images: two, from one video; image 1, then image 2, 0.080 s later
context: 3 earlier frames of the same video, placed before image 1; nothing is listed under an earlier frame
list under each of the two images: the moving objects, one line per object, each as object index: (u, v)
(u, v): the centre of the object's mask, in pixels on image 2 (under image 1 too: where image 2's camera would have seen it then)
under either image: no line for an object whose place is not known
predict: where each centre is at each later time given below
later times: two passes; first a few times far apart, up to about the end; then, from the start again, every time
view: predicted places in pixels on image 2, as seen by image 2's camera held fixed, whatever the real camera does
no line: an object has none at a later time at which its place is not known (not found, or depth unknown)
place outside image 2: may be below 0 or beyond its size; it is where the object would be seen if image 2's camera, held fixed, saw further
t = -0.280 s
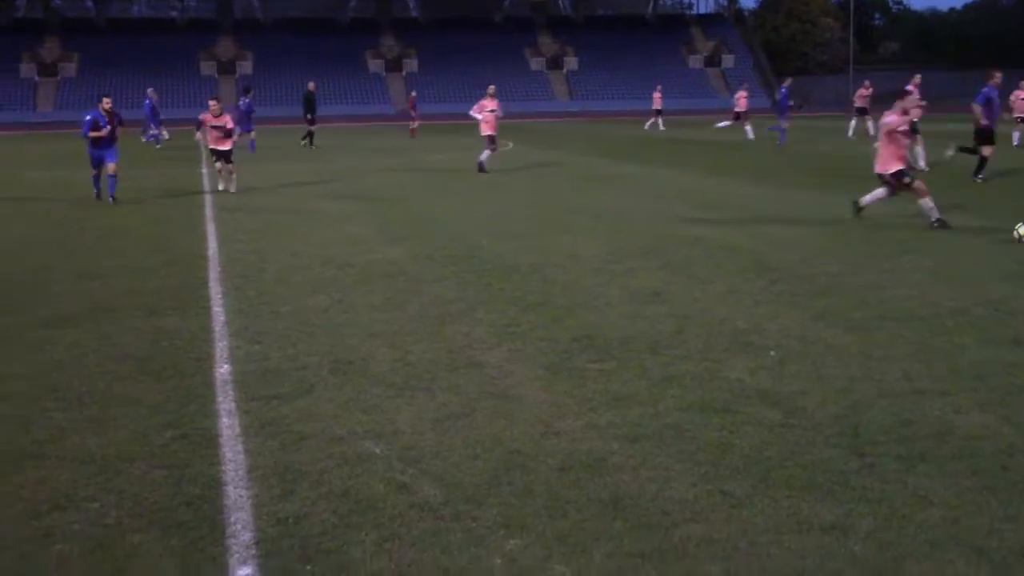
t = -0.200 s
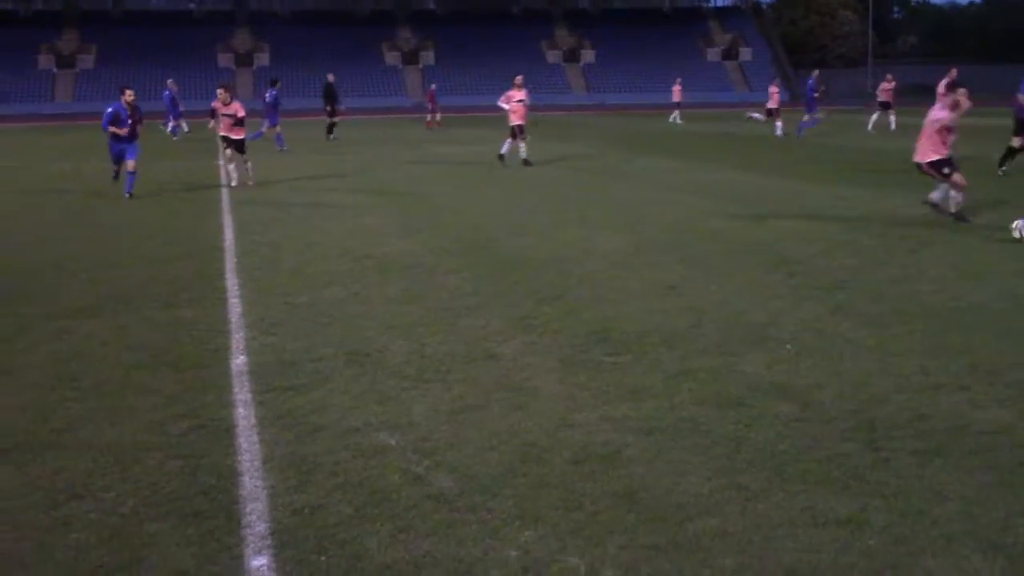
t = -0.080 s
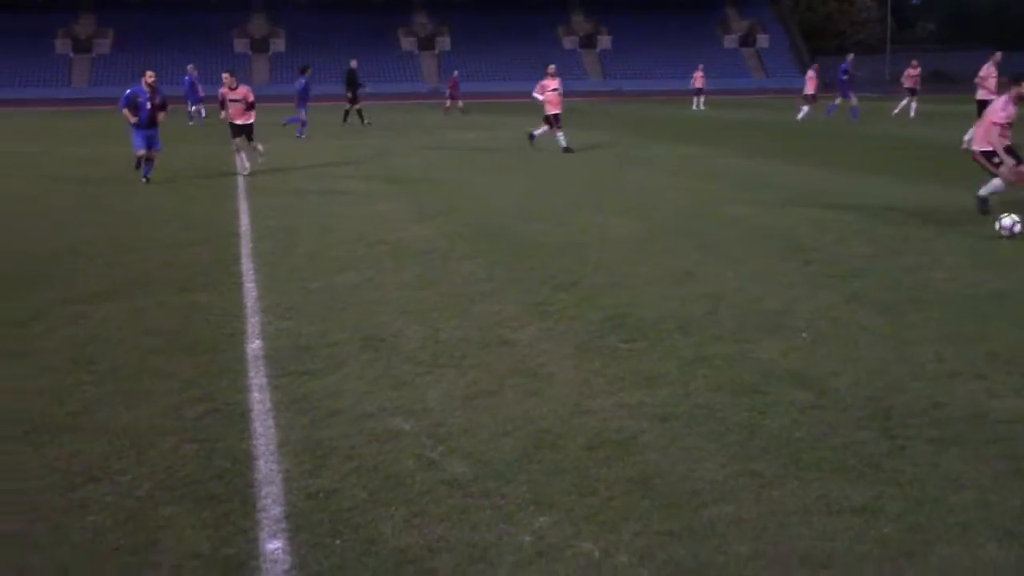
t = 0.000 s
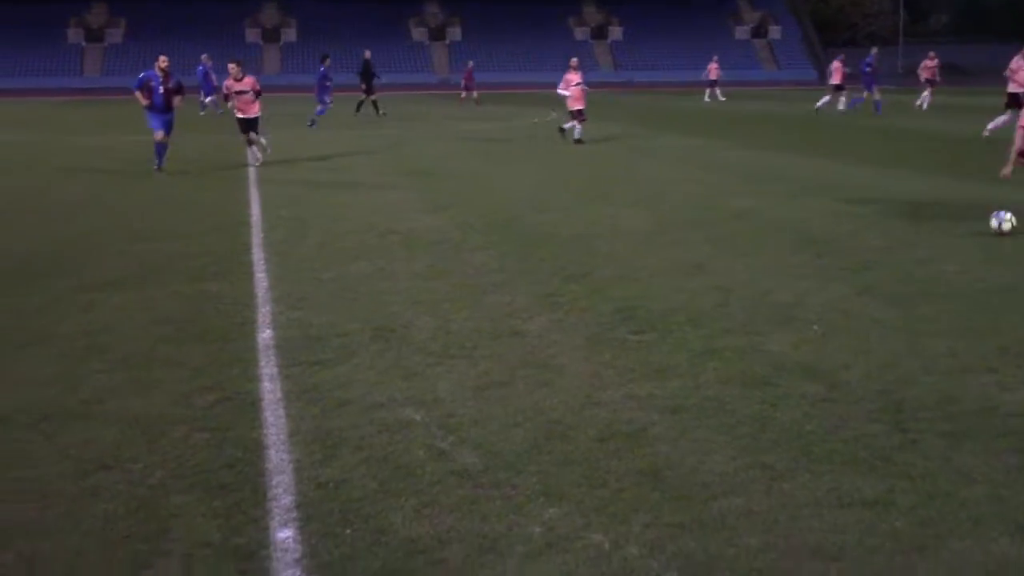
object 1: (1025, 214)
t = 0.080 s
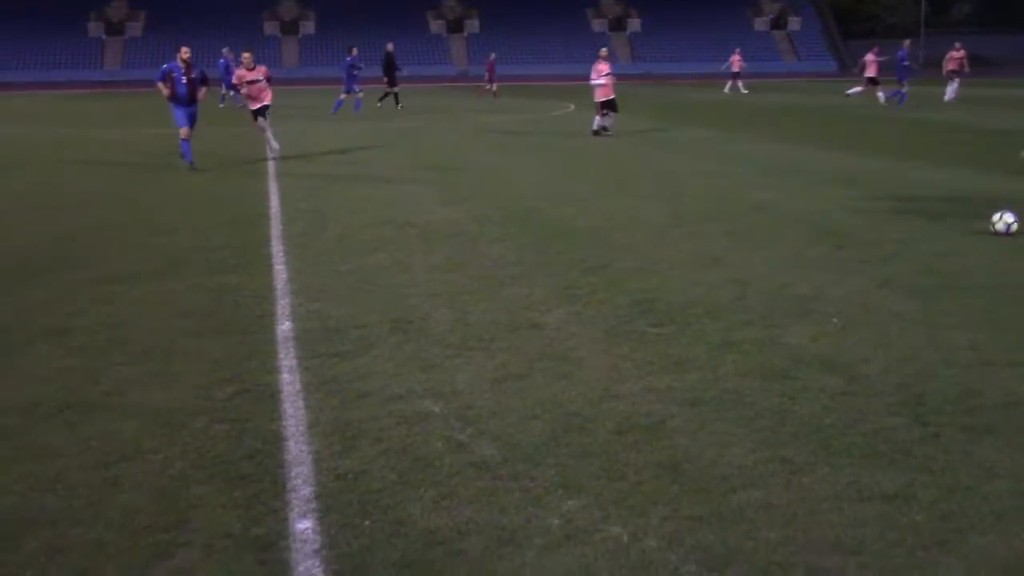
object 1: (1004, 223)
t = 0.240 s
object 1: (960, 233)
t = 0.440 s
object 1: (903, 246)
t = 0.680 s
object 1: (830, 256)
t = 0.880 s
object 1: (762, 275)
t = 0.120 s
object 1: (993, 224)
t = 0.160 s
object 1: (982, 227)
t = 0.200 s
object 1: (971, 231)
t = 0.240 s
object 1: (960, 233)
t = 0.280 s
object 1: (949, 234)
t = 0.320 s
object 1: (937, 238)
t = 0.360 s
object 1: (925, 240)
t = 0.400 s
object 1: (914, 243)
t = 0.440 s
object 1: (903, 246)
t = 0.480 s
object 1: (891, 247)
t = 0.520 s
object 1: (879, 251)
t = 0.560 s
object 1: (867, 252)
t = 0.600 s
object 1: (855, 252)
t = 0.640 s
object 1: (842, 253)
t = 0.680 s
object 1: (830, 256)
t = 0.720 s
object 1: (816, 263)
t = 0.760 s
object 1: (803, 265)
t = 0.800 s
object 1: (789, 267)
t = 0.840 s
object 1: (776, 271)
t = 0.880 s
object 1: (762, 275)
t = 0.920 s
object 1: (748, 278)
